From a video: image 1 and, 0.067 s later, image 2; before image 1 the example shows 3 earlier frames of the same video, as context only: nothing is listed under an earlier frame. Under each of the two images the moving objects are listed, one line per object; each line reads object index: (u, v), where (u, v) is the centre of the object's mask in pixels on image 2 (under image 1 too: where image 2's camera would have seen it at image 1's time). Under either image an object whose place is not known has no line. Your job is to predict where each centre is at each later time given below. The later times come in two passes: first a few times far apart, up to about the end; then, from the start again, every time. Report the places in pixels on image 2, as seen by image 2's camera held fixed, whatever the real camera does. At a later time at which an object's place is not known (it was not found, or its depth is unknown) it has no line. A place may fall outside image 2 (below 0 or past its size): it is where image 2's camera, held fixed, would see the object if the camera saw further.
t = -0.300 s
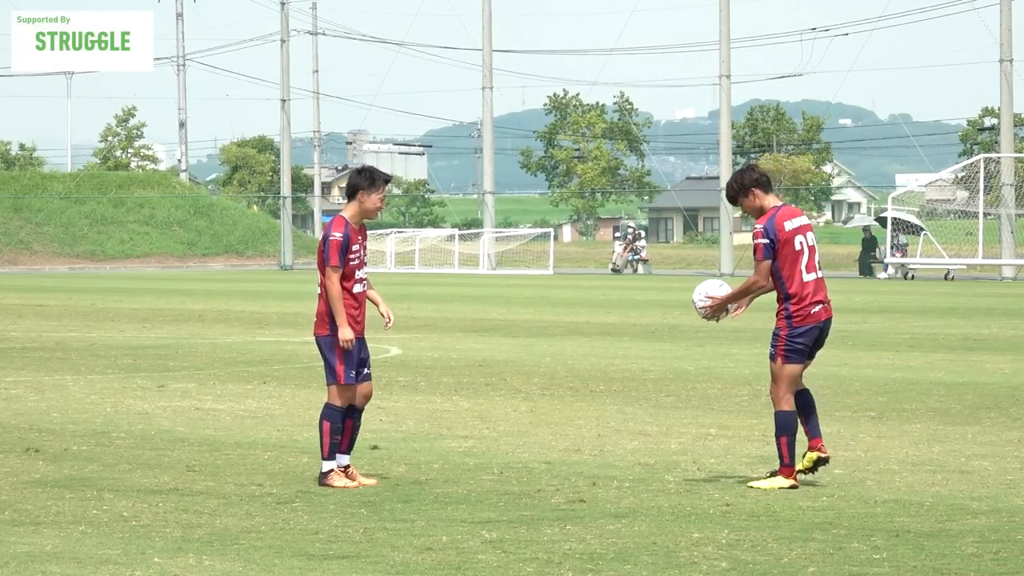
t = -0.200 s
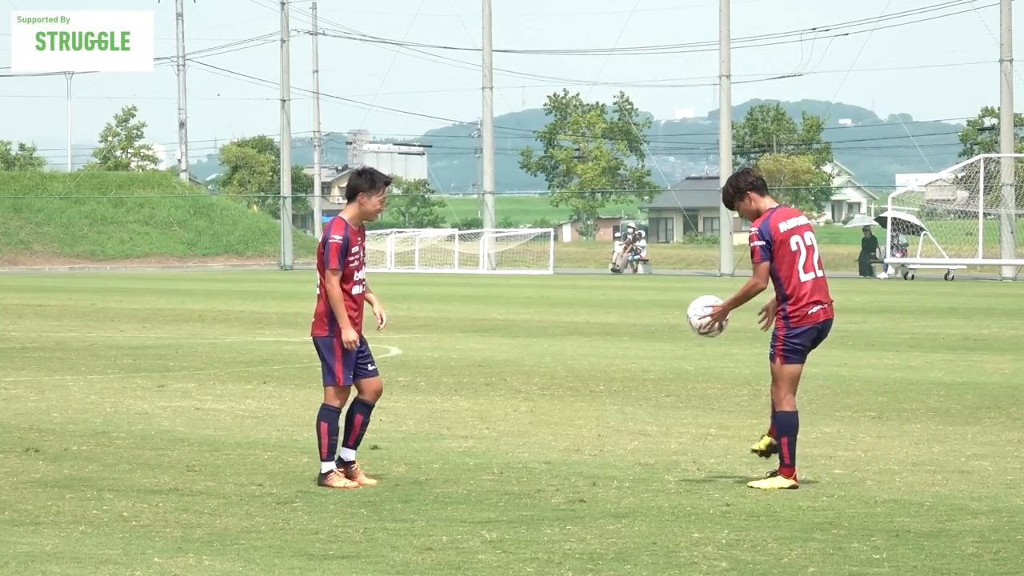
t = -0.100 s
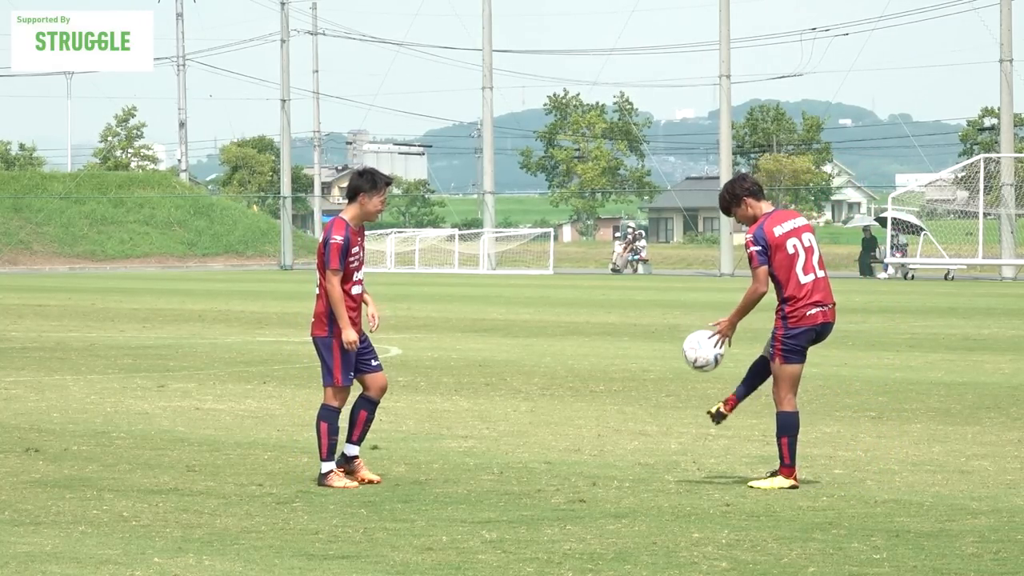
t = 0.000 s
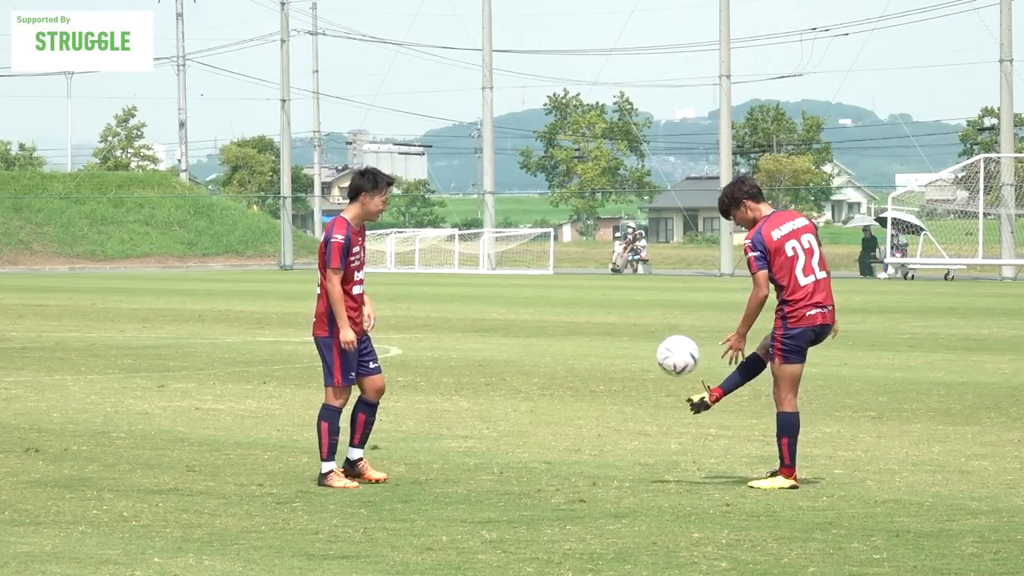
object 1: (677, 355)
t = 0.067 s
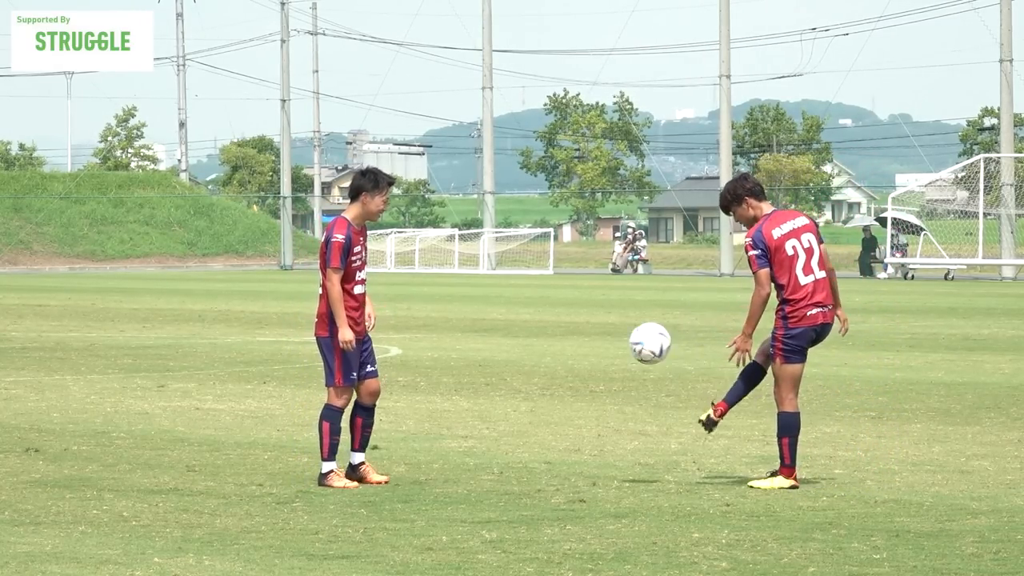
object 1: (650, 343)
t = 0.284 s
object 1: (561, 358)
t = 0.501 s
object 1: (475, 460)
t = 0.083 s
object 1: (643, 341)
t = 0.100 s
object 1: (636, 340)
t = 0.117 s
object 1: (629, 339)
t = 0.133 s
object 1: (622, 338)
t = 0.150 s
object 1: (615, 339)
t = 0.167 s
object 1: (608, 339)
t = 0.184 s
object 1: (601, 340)
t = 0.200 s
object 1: (594, 342)
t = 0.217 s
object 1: (588, 344)
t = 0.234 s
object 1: (581, 347)
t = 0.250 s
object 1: (574, 350)
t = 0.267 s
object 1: (567, 354)
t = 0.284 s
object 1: (561, 358)
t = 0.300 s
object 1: (554, 363)
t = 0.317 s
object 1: (547, 368)
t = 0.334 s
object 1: (541, 374)
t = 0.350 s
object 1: (534, 380)
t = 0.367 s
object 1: (527, 387)
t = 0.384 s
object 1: (521, 394)
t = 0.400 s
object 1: (514, 402)
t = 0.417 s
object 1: (507, 410)
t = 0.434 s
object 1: (501, 419)
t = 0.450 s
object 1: (494, 429)
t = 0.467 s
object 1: (488, 438)
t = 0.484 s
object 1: (481, 449)
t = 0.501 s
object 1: (475, 460)
